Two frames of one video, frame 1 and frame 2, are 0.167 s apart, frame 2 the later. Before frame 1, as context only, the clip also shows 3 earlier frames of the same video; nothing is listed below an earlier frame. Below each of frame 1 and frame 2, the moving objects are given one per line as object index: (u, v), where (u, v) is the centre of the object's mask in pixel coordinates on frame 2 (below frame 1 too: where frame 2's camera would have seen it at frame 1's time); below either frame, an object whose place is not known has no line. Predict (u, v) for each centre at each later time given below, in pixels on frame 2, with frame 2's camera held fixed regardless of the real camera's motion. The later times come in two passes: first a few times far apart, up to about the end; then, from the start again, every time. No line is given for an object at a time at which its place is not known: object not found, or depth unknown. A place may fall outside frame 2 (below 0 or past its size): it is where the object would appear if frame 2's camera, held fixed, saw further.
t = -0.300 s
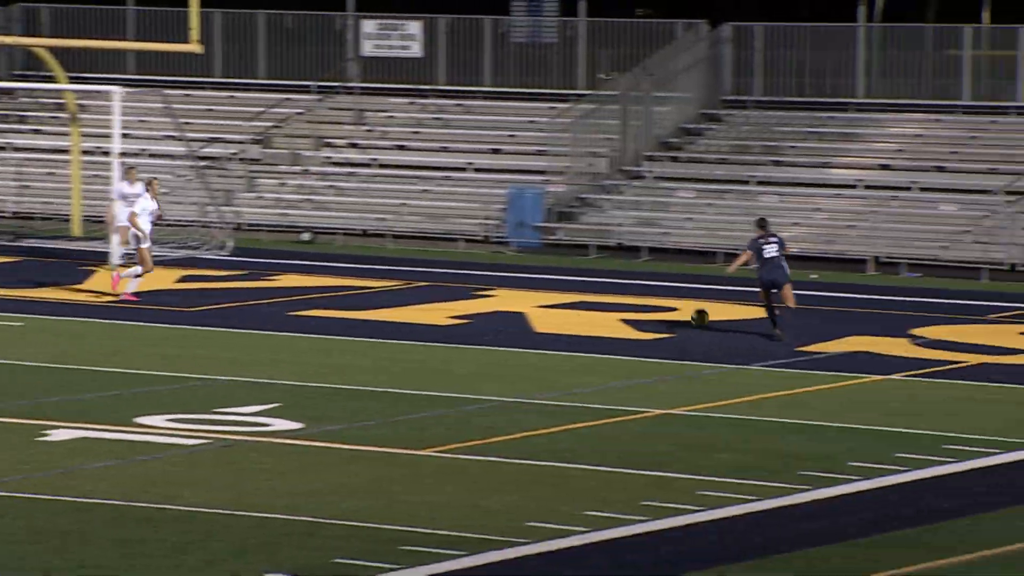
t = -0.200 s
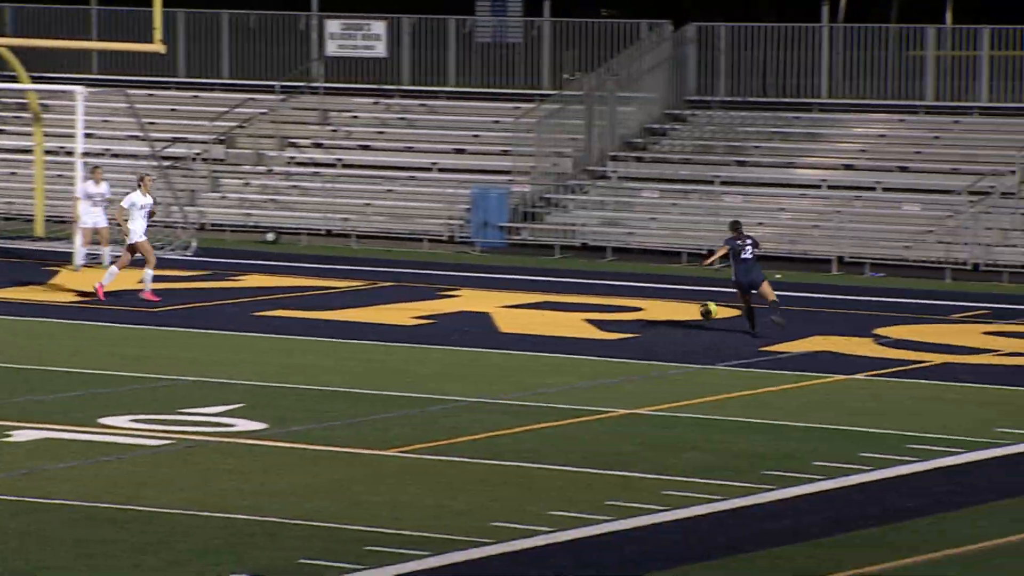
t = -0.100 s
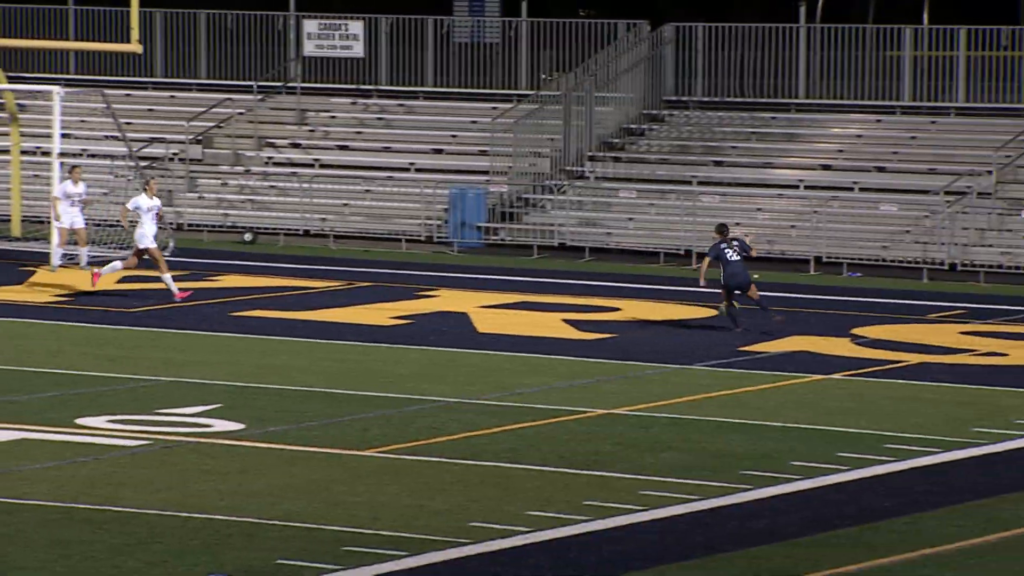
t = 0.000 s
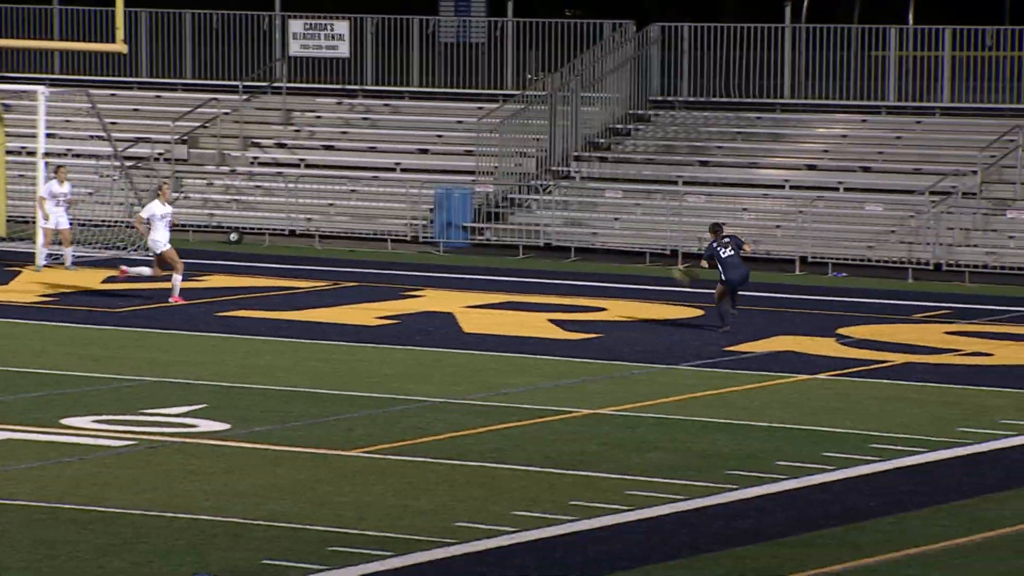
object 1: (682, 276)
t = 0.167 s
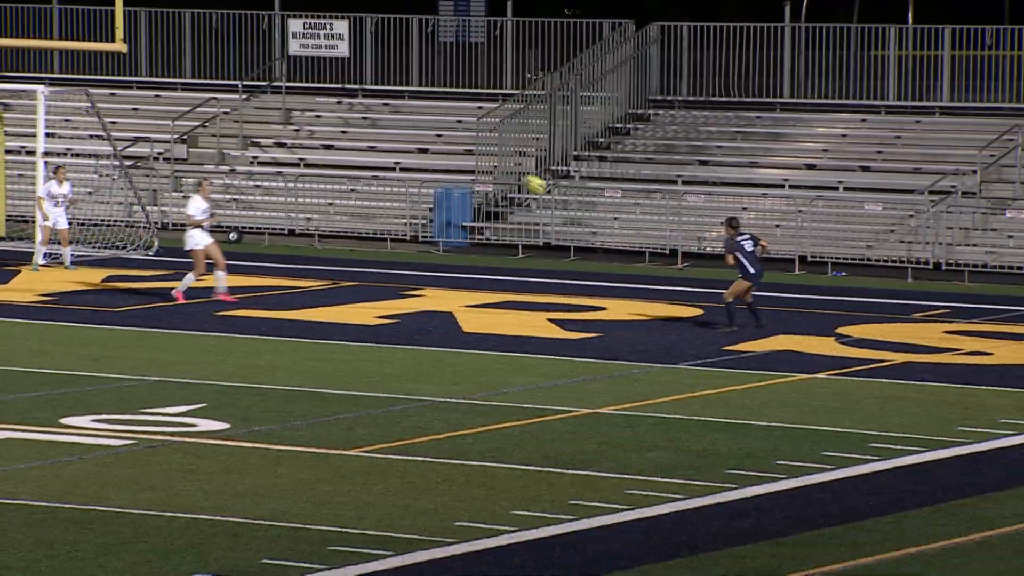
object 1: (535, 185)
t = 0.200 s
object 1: (505, 170)
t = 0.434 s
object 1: (306, 81)
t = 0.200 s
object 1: (505, 170)
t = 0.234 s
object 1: (475, 153)
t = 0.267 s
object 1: (445, 139)
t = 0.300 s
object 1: (418, 128)
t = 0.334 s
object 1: (389, 114)
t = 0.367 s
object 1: (362, 103)
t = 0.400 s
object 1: (334, 91)
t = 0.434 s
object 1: (306, 81)
